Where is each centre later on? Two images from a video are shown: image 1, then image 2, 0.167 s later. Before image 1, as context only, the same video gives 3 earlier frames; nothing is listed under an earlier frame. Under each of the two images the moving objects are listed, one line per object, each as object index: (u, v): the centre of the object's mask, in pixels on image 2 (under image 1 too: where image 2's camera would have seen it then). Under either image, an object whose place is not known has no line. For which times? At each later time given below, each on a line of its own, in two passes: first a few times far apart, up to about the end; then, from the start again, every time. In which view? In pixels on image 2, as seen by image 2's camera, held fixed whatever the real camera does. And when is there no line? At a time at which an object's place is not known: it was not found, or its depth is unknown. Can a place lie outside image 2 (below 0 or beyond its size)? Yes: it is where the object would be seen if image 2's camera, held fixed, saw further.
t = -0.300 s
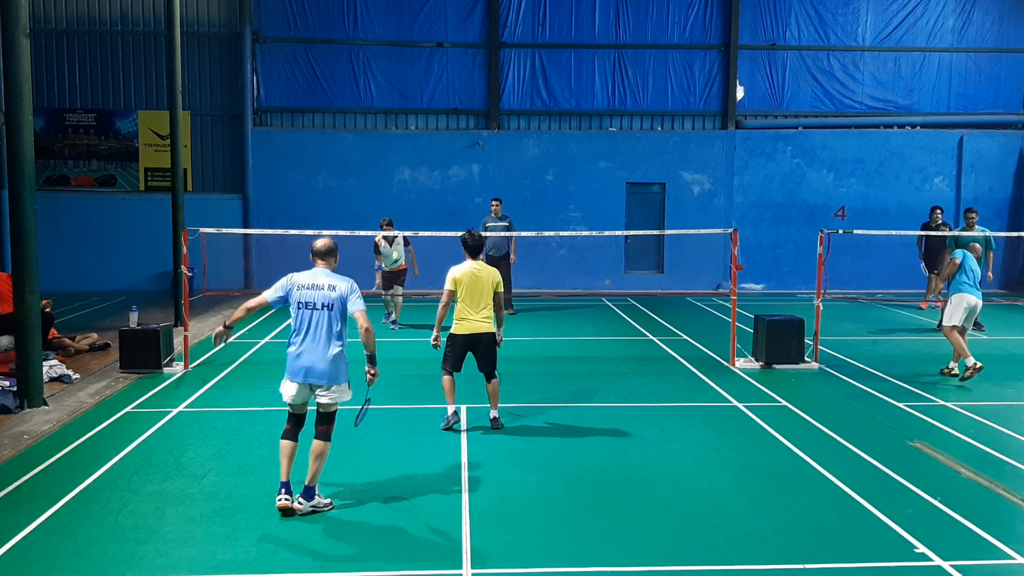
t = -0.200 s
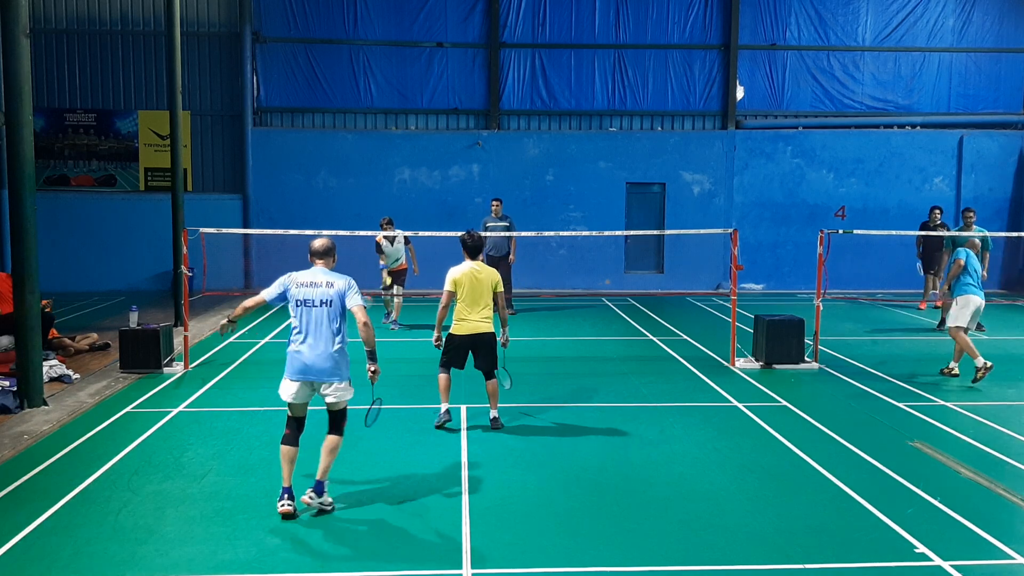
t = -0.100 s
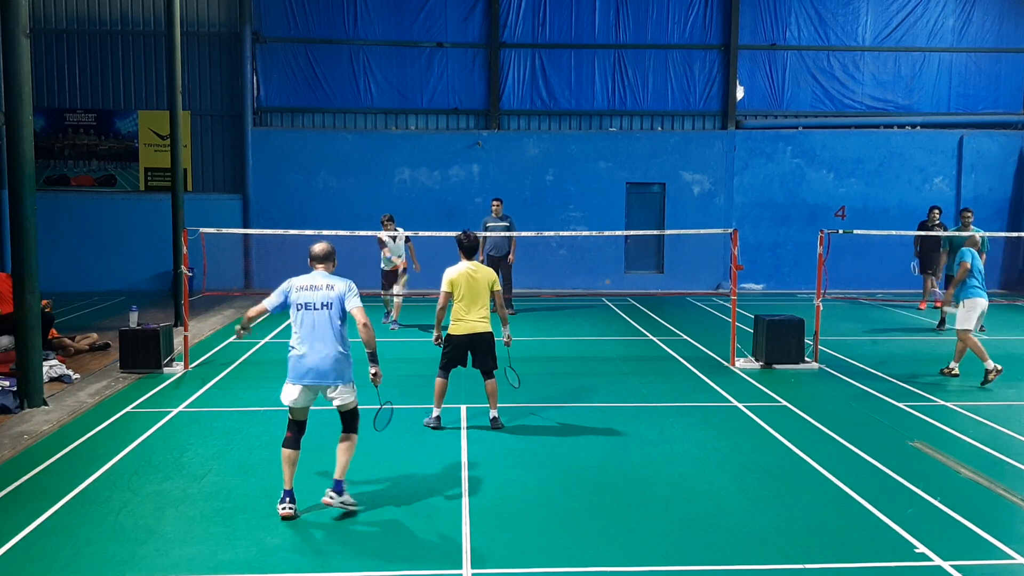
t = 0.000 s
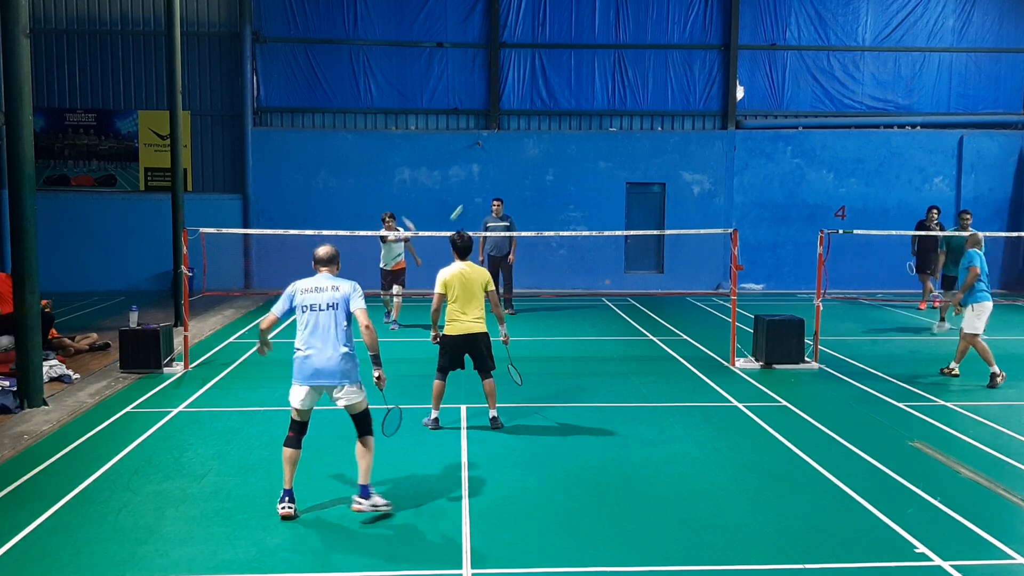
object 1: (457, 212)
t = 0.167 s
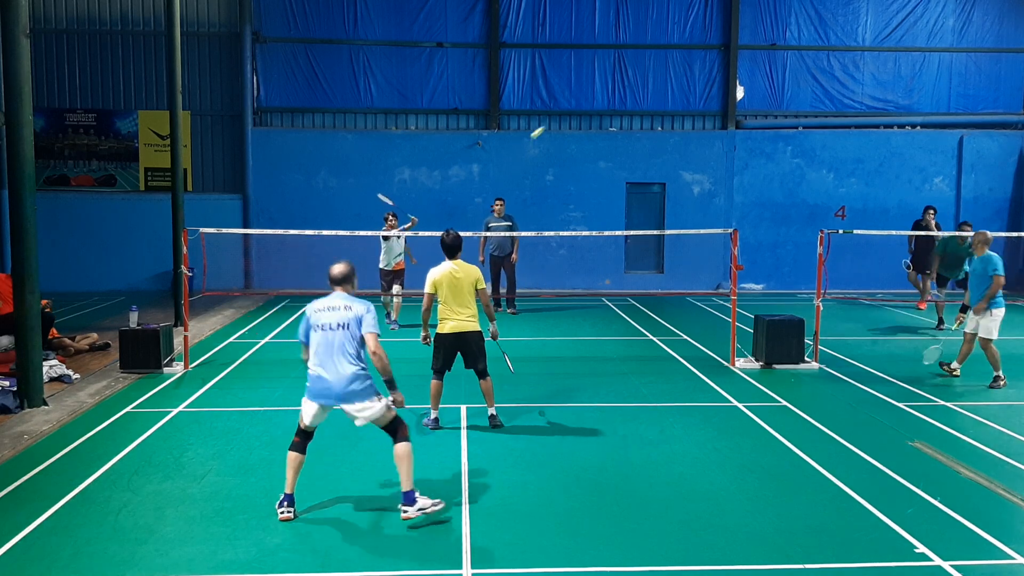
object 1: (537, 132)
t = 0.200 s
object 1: (552, 121)
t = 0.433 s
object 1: (654, 72)
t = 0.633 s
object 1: (735, 81)
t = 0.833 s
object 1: (811, 143)
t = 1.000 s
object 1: (869, 235)
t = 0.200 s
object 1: (552, 121)
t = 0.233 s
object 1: (567, 110)
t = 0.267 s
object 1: (582, 101)
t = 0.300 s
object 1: (597, 92)
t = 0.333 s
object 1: (611, 86)
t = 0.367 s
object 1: (625, 80)
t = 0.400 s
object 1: (640, 76)
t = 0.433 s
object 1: (654, 72)
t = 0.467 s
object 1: (667, 71)
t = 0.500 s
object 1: (681, 70)
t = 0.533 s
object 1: (695, 71)
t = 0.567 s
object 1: (708, 73)
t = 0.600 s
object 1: (722, 77)
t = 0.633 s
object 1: (735, 81)
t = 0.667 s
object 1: (748, 88)
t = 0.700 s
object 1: (761, 96)
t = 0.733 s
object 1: (774, 106)
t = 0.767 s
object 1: (786, 117)
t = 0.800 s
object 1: (799, 130)
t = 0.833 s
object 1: (811, 143)
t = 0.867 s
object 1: (824, 158)
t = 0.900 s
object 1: (836, 175)
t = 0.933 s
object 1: (848, 194)
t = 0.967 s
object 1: (860, 213)
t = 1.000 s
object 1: (869, 235)
